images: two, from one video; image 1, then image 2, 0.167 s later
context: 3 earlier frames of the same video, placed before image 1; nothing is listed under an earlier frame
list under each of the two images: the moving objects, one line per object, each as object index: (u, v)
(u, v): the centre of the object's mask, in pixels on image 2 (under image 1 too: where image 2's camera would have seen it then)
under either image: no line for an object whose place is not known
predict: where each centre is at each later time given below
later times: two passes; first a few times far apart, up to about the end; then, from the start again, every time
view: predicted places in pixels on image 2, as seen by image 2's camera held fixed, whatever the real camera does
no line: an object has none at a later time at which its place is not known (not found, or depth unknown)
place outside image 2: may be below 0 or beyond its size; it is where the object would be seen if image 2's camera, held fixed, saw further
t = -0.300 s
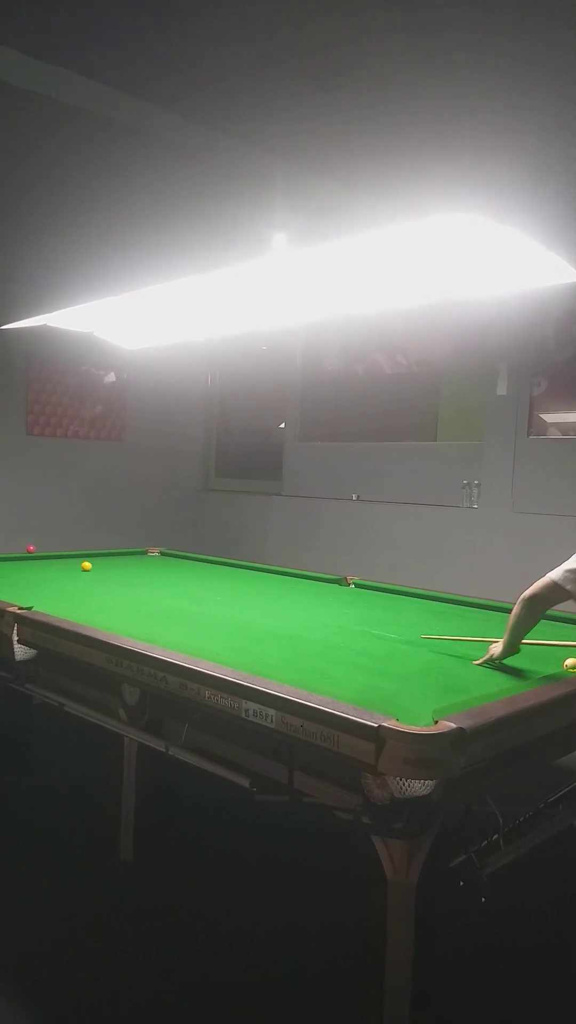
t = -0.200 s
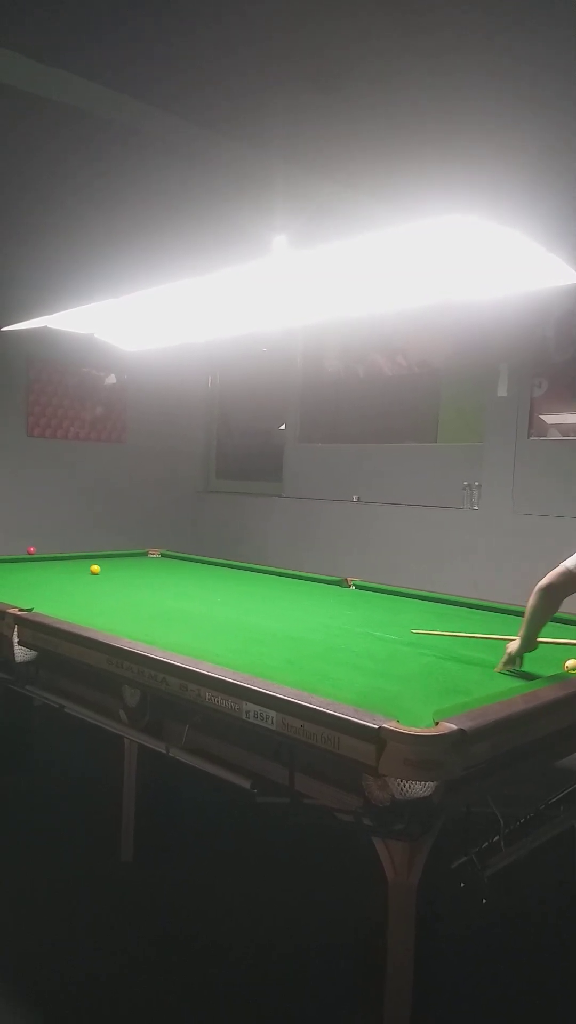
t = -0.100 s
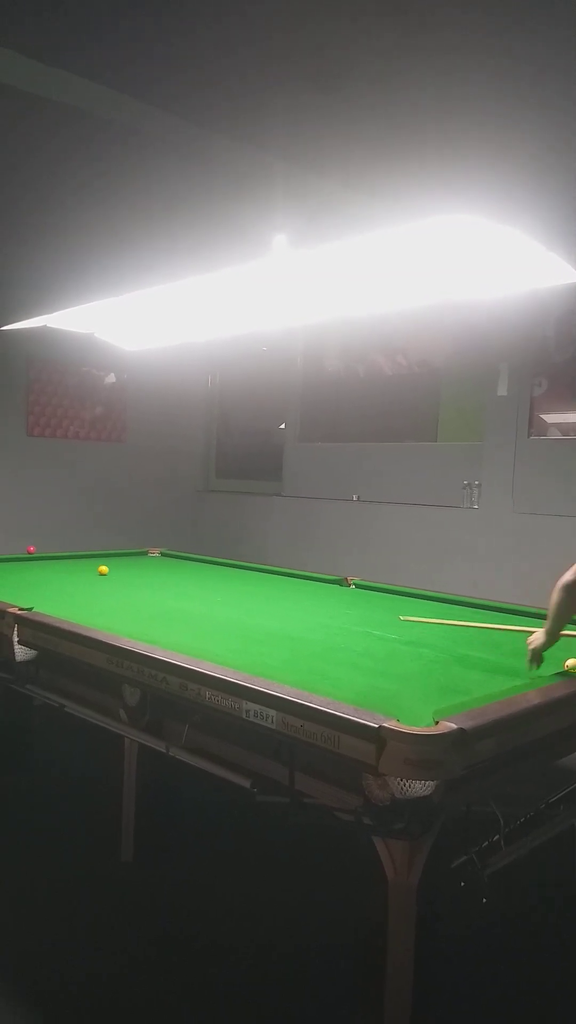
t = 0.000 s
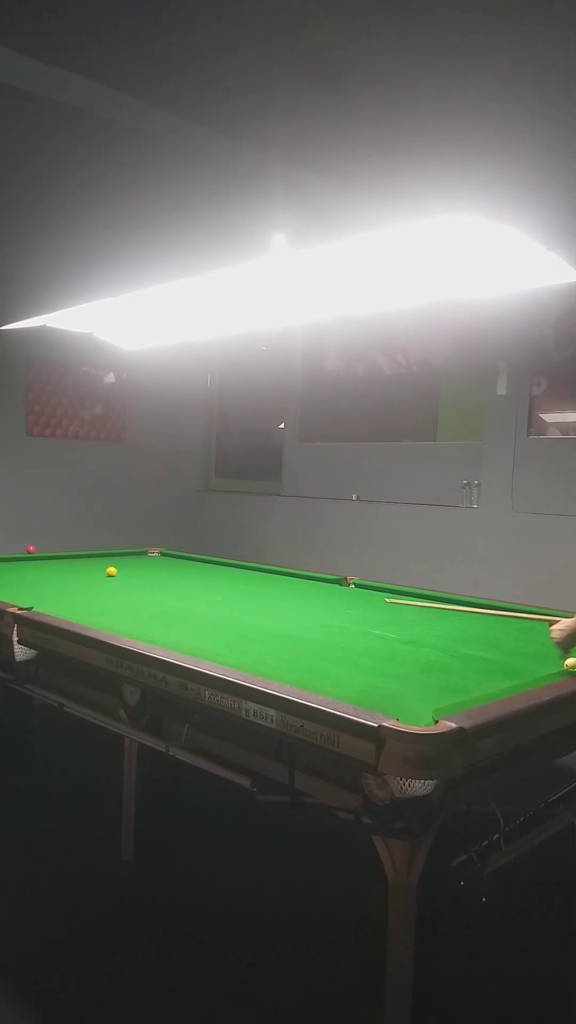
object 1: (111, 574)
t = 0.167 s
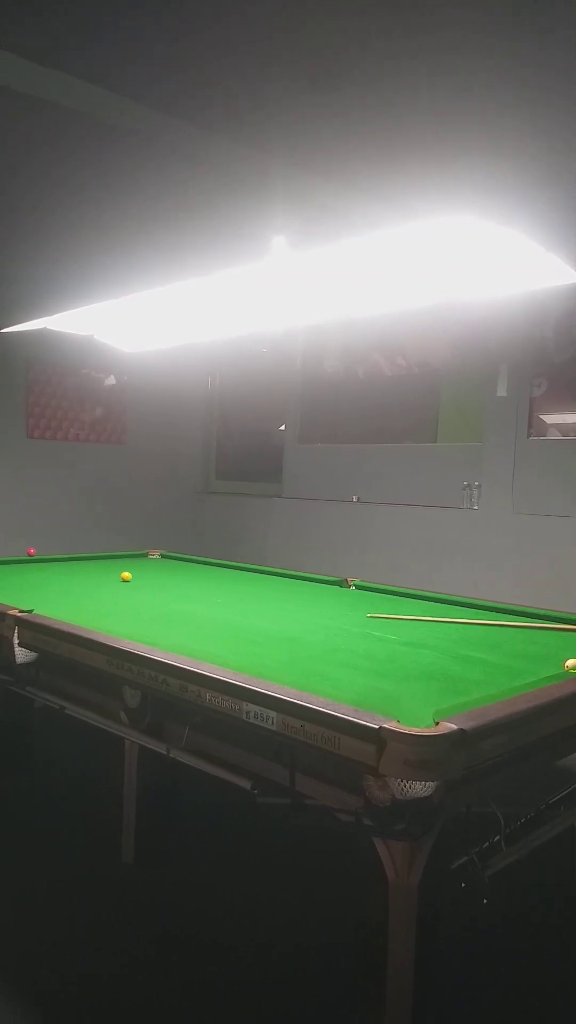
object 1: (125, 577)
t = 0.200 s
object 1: (129, 577)
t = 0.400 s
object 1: (145, 581)
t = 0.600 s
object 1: (163, 584)
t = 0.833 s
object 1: (185, 589)
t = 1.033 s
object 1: (203, 593)
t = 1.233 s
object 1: (222, 596)
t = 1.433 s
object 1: (241, 600)
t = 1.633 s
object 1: (260, 604)
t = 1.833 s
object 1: (281, 608)
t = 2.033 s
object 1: (301, 612)
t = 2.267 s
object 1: (325, 617)
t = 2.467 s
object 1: (346, 621)
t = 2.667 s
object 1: (367, 625)
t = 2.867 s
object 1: (388, 629)
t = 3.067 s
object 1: (409, 633)
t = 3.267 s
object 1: (430, 638)
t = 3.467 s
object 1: (450, 642)
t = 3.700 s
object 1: (473, 646)
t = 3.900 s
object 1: (491, 650)
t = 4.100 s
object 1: (509, 654)
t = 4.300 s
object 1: (526, 657)
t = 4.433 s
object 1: (537, 660)
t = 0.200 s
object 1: (129, 577)
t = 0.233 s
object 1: (131, 578)
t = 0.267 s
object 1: (134, 579)
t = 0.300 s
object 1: (137, 579)
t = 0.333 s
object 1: (140, 580)
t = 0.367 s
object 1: (143, 580)
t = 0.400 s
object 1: (145, 581)
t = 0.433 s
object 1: (149, 581)
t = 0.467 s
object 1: (151, 582)
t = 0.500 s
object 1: (154, 583)
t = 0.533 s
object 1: (157, 583)
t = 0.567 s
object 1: (161, 584)
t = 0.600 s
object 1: (163, 584)
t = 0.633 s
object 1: (166, 585)
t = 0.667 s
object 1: (169, 585)
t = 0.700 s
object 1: (172, 586)
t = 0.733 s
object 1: (175, 587)
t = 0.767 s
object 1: (179, 587)
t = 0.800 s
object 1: (182, 588)
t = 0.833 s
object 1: (185, 589)
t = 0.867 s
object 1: (188, 589)
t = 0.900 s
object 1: (191, 590)
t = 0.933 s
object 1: (194, 591)
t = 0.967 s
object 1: (197, 591)
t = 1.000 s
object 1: (200, 592)
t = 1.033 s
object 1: (203, 593)
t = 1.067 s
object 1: (206, 593)
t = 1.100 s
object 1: (209, 594)
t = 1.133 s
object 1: (212, 594)
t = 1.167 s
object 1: (215, 595)
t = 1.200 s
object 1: (219, 595)
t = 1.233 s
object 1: (222, 596)
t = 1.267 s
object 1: (225, 597)
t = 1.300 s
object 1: (228, 597)
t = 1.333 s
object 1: (231, 598)
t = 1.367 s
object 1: (234, 599)
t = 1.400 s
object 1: (238, 599)
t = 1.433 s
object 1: (241, 600)
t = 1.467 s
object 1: (244, 601)
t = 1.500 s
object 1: (247, 601)
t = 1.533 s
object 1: (251, 602)
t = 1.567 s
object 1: (254, 602)
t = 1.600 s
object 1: (257, 603)
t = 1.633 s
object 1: (260, 604)
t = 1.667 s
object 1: (264, 605)
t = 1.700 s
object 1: (268, 605)
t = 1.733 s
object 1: (271, 606)
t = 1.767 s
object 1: (274, 606)
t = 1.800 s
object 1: (277, 607)
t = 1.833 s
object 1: (281, 608)
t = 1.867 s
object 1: (284, 608)
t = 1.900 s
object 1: (287, 609)
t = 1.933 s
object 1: (291, 610)
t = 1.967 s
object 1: (294, 610)
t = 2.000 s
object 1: (297, 611)
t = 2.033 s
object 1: (301, 612)
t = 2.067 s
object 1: (304, 612)
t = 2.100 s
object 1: (308, 613)
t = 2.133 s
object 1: (311, 614)
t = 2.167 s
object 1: (315, 614)
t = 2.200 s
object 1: (318, 615)
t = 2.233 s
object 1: (322, 616)
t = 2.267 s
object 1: (325, 617)
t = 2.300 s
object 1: (328, 617)
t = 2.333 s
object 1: (332, 618)
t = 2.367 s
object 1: (336, 618)
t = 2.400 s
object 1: (339, 619)
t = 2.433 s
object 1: (343, 620)
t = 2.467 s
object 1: (346, 621)
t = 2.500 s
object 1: (349, 621)
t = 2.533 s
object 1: (353, 622)
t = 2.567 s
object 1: (356, 623)
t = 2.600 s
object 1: (360, 623)
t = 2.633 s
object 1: (364, 624)
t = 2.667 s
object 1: (367, 625)
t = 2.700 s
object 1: (371, 626)
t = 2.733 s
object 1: (374, 626)
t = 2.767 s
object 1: (378, 627)
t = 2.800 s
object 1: (381, 628)
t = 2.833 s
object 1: (385, 628)
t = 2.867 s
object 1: (388, 629)
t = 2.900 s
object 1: (392, 630)
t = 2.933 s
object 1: (395, 630)
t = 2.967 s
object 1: (399, 631)
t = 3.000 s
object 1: (403, 632)
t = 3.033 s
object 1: (406, 633)
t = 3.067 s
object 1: (409, 633)
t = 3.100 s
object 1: (413, 634)
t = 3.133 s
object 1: (416, 635)
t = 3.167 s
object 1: (420, 635)
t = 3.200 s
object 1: (423, 636)
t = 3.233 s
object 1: (426, 637)
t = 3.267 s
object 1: (430, 638)
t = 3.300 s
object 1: (434, 638)
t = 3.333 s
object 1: (436, 639)
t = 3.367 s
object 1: (440, 640)
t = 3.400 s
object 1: (444, 640)
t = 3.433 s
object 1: (447, 641)
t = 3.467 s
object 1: (450, 642)
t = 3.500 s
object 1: (453, 643)
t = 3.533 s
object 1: (456, 643)
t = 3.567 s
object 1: (460, 644)
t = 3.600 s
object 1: (463, 645)
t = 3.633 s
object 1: (466, 645)
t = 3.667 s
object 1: (470, 646)
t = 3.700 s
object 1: (473, 646)
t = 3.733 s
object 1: (476, 647)
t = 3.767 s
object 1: (479, 648)
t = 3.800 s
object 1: (482, 648)
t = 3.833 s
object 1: (485, 649)
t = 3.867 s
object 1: (489, 650)
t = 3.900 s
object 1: (491, 650)
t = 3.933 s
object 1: (495, 651)
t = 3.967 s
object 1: (498, 652)
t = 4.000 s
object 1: (500, 652)
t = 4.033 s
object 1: (504, 653)
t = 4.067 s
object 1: (506, 654)
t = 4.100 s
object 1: (509, 654)
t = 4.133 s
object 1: (512, 655)
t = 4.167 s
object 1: (515, 655)
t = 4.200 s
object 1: (518, 656)
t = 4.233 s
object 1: (521, 656)
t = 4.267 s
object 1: (523, 657)
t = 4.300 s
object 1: (526, 657)
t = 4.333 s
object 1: (529, 658)
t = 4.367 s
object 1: (532, 658)
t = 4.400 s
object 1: (535, 659)
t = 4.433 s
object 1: (537, 660)
